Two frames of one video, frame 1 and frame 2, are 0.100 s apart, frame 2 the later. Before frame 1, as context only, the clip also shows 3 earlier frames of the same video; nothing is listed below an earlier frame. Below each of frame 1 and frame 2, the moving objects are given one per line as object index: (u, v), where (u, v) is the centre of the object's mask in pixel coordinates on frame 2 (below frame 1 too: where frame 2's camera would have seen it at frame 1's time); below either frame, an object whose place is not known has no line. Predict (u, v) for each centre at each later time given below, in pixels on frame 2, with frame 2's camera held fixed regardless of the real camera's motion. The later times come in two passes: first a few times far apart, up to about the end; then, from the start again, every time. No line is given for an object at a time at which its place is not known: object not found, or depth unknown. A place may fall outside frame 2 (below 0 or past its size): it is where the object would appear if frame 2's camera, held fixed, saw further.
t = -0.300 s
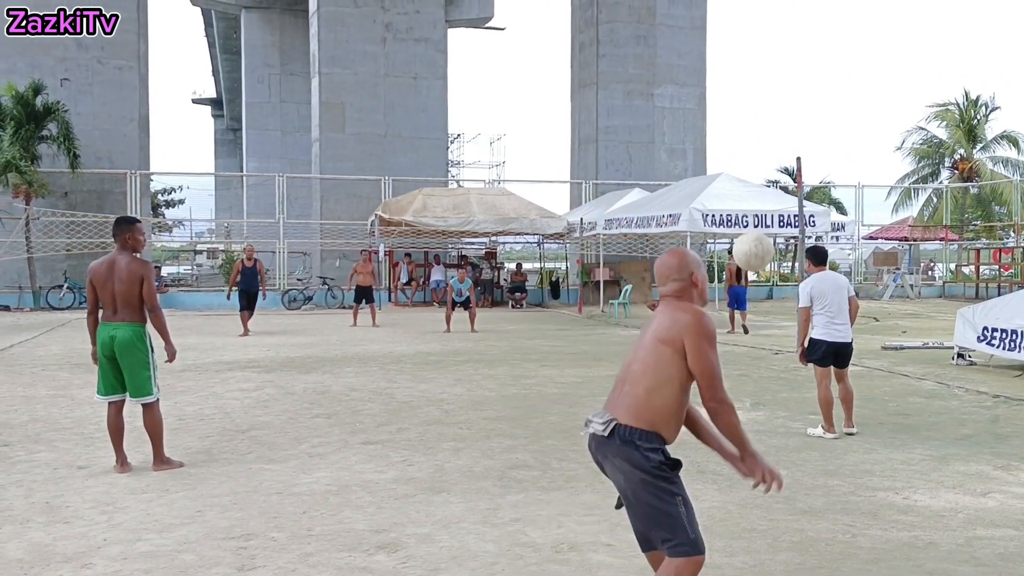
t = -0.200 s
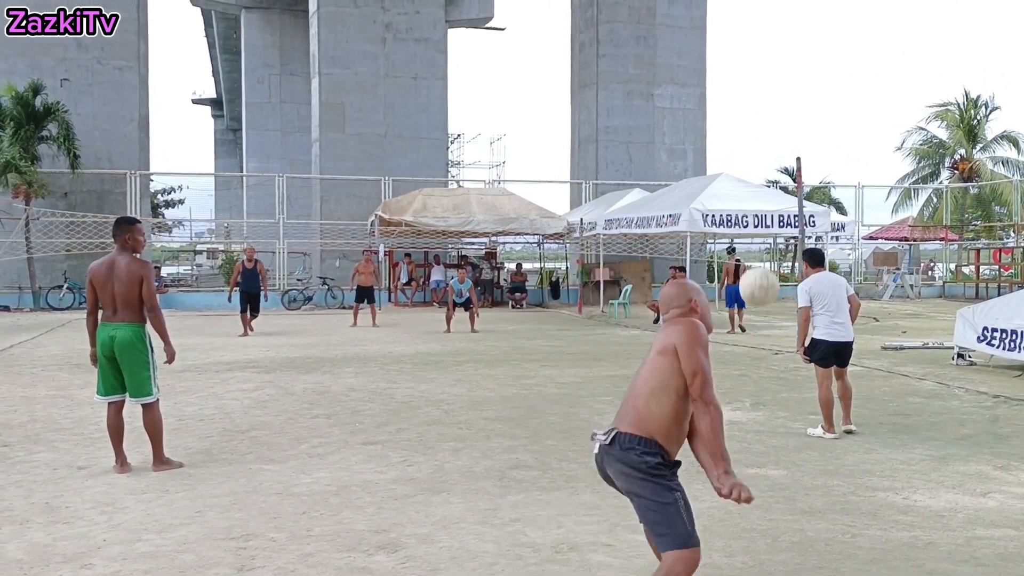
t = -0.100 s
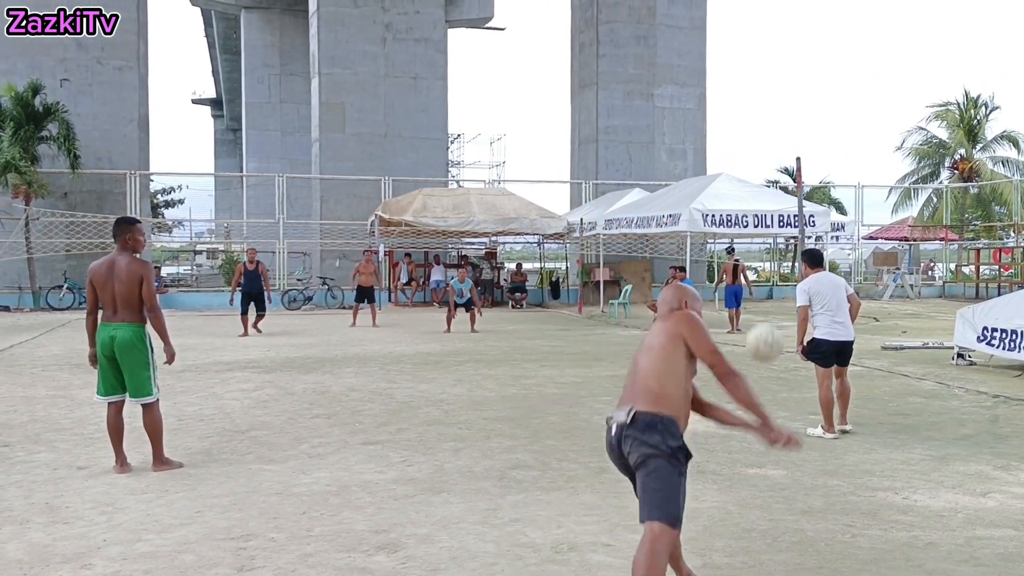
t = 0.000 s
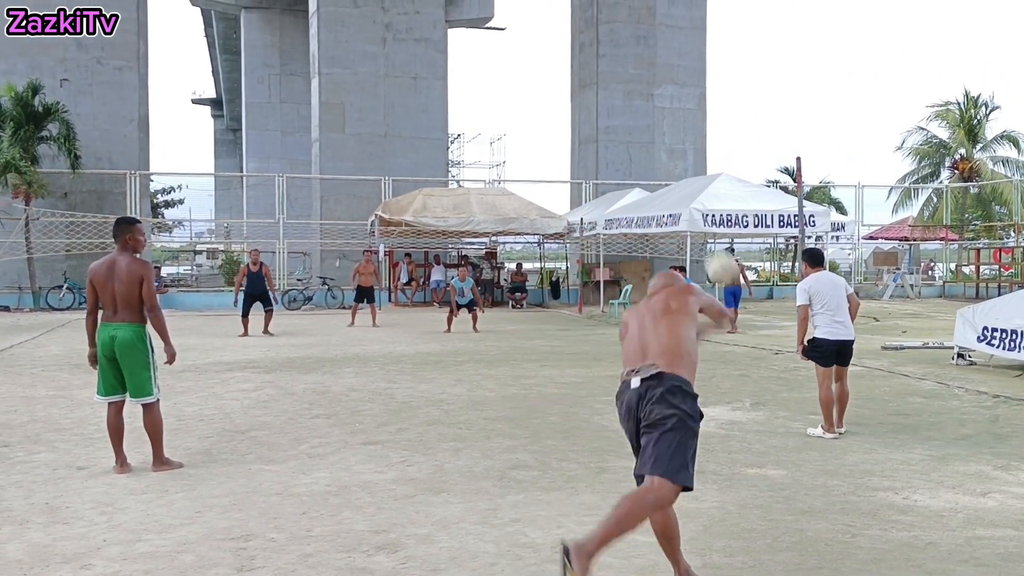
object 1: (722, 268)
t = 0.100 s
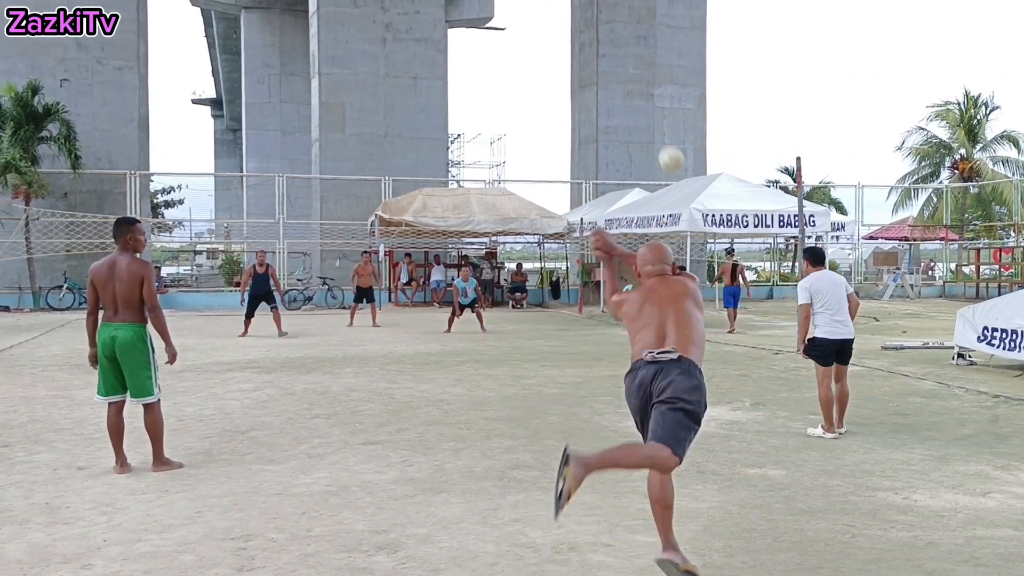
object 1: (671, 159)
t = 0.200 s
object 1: (642, 98)
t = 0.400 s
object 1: (606, 53)
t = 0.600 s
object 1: (586, 62)
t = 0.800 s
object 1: (575, 96)
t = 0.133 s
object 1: (660, 135)
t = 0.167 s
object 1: (650, 116)
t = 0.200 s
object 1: (642, 98)
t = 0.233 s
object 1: (635, 85)
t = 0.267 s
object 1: (628, 74)
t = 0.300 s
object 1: (622, 66)
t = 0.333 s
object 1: (616, 60)
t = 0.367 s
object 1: (611, 55)
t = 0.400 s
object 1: (606, 53)
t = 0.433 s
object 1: (602, 52)
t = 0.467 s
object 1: (598, 53)
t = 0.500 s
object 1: (595, 54)
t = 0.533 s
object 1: (592, 56)
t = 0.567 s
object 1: (589, 58)
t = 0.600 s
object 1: (586, 62)
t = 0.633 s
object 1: (584, 66)
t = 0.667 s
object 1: (582, 71)
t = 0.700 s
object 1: (580, 77)
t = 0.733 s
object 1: (578, 83)
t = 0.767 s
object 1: (577, 89)
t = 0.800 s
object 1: (575, 96)
